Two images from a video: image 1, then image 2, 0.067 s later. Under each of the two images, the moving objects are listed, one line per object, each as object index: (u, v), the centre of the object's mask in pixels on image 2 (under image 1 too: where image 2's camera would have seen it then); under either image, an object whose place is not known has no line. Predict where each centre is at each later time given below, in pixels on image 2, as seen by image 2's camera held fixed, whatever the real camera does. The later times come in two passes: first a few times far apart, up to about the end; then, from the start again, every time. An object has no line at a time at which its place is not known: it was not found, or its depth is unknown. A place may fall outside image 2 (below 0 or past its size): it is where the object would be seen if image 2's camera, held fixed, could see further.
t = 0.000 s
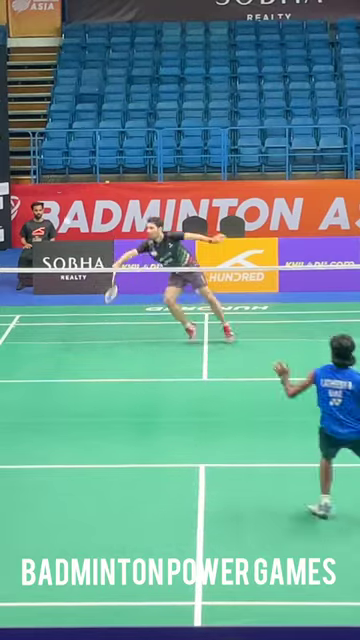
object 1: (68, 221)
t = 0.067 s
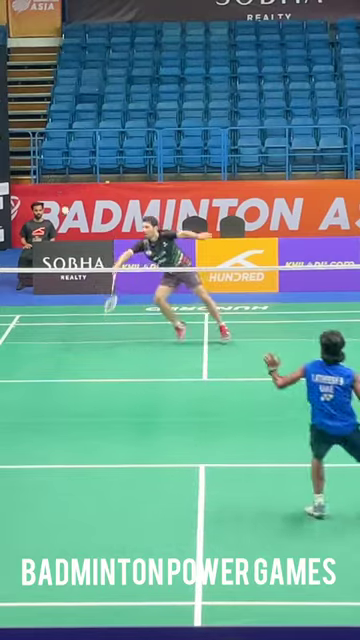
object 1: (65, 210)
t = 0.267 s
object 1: (58, 186)
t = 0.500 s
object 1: (52, 173)
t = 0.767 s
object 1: (45, 175)
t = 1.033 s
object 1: (38, 196)
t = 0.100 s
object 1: (64, 205)
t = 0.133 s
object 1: (63, 200)
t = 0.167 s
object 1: (61, 196)
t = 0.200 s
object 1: (60, 192)
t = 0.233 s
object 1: (59, 189)
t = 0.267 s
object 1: (58, 186)
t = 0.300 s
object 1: (57, 182)
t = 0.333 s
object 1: (56, 180)
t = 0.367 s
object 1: (55, 178)
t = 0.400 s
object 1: (54, 177)
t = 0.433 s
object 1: (54, 176)
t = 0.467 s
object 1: (52, 175)
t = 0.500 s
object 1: (52, 173)
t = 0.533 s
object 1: (51, 173)
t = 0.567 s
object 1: (50, 172)
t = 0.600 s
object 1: (49, 172)
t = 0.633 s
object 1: (48, 172)
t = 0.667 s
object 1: (47, 172)
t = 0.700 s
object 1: (46, 173)
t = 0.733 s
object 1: (45, 174)
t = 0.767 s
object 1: (45, 175)
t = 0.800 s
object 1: (44, 177)
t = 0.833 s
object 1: (43, 179)
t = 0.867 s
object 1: (42, 181)
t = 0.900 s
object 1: (41, 183)
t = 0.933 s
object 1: (40, 186)
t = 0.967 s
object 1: (39, 189)
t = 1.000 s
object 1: (39, 192)
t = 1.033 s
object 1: (38, 196)
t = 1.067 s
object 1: (37, 199)
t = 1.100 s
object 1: (36, 203)
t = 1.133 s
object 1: (36, 208)
